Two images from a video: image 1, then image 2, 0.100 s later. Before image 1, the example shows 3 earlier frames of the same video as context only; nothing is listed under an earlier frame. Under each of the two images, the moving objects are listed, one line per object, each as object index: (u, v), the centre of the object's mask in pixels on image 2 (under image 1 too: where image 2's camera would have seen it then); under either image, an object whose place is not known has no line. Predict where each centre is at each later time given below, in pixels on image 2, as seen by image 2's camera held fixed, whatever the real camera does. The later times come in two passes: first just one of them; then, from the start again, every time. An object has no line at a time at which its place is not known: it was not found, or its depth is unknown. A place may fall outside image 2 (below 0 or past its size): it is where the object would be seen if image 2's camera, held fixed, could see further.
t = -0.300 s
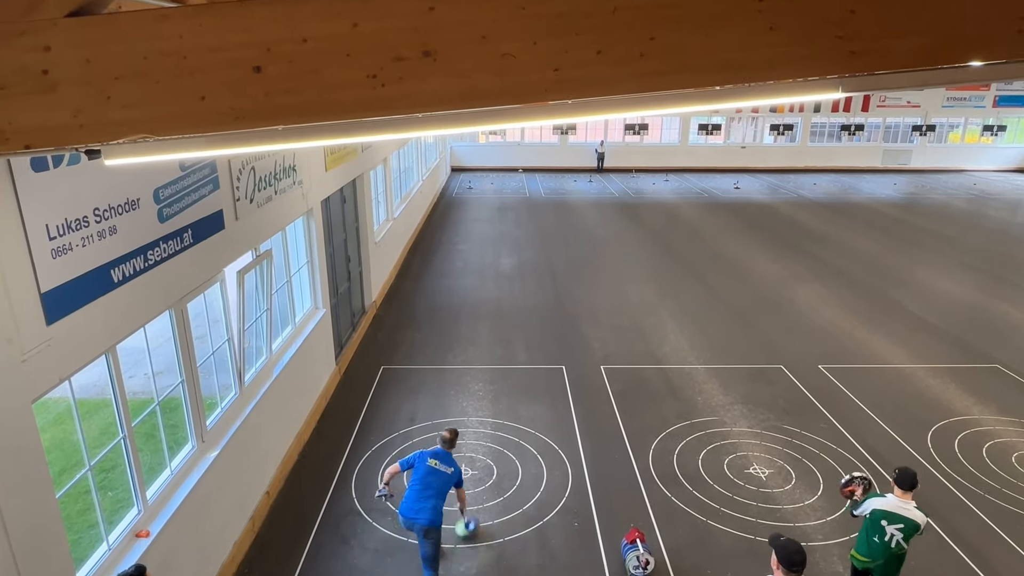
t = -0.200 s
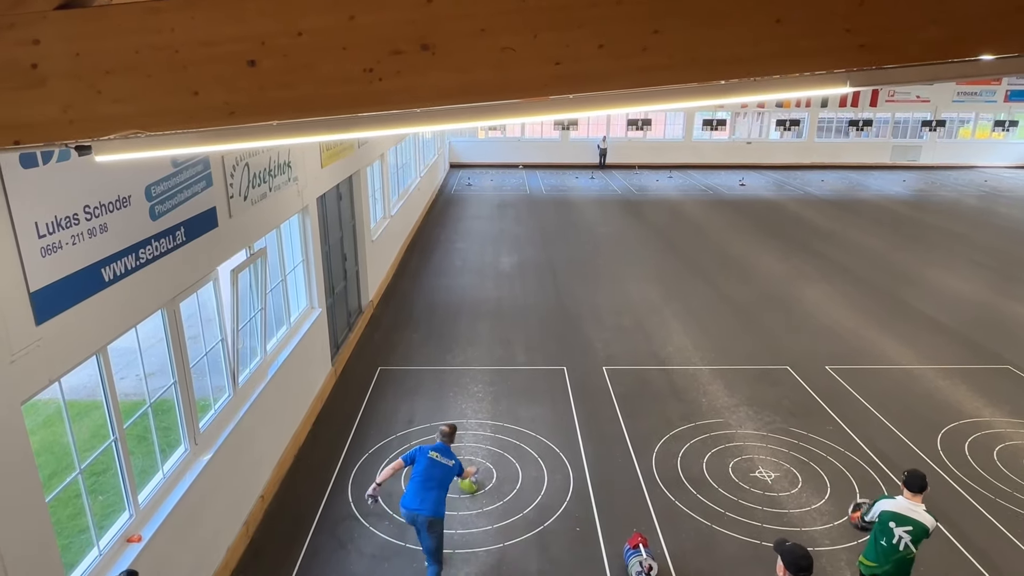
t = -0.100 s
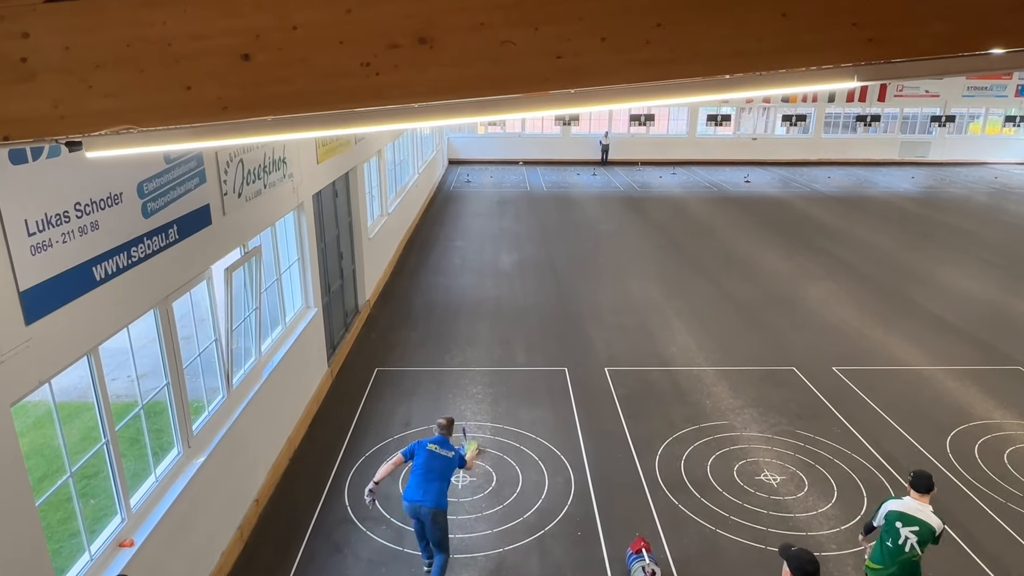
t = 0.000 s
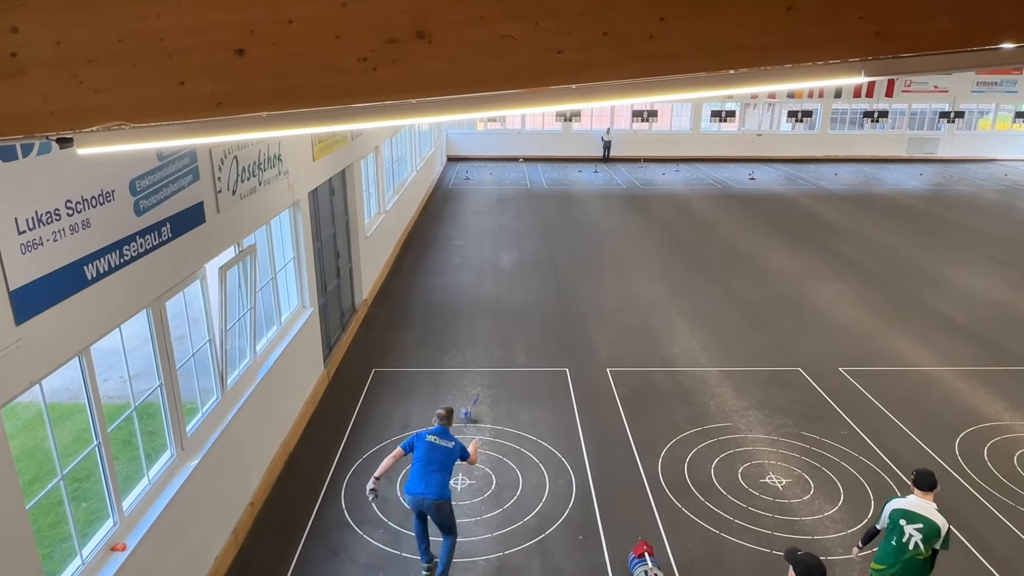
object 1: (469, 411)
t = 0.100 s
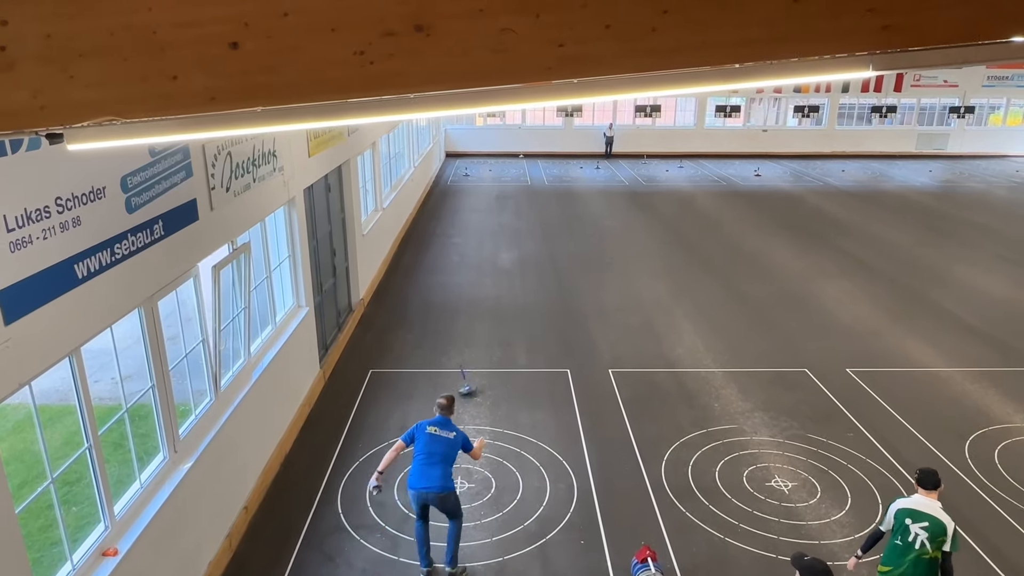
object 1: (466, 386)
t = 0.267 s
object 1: (465, 350)
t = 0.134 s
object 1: (467, 381)
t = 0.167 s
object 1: (467, 373)
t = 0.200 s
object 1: (467, 365)
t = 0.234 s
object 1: (466, 358)
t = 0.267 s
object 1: (465, 350)
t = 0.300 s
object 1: (465, 344)
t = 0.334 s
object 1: (466, 340)
